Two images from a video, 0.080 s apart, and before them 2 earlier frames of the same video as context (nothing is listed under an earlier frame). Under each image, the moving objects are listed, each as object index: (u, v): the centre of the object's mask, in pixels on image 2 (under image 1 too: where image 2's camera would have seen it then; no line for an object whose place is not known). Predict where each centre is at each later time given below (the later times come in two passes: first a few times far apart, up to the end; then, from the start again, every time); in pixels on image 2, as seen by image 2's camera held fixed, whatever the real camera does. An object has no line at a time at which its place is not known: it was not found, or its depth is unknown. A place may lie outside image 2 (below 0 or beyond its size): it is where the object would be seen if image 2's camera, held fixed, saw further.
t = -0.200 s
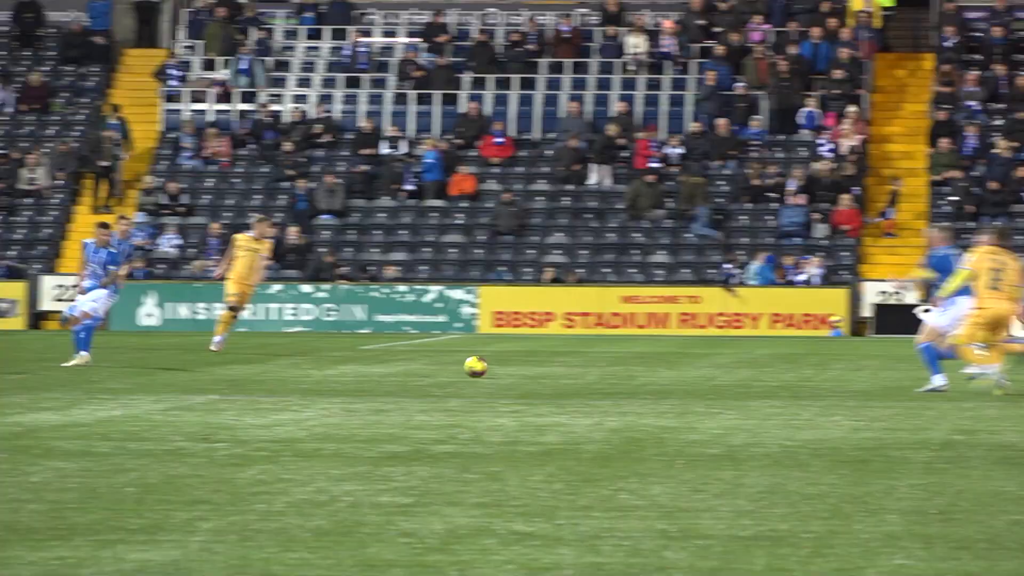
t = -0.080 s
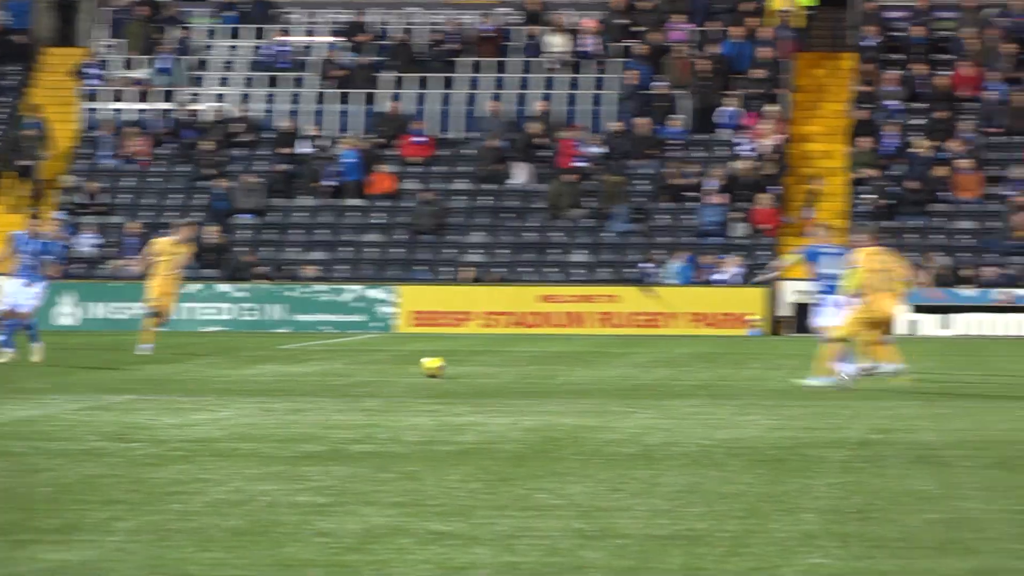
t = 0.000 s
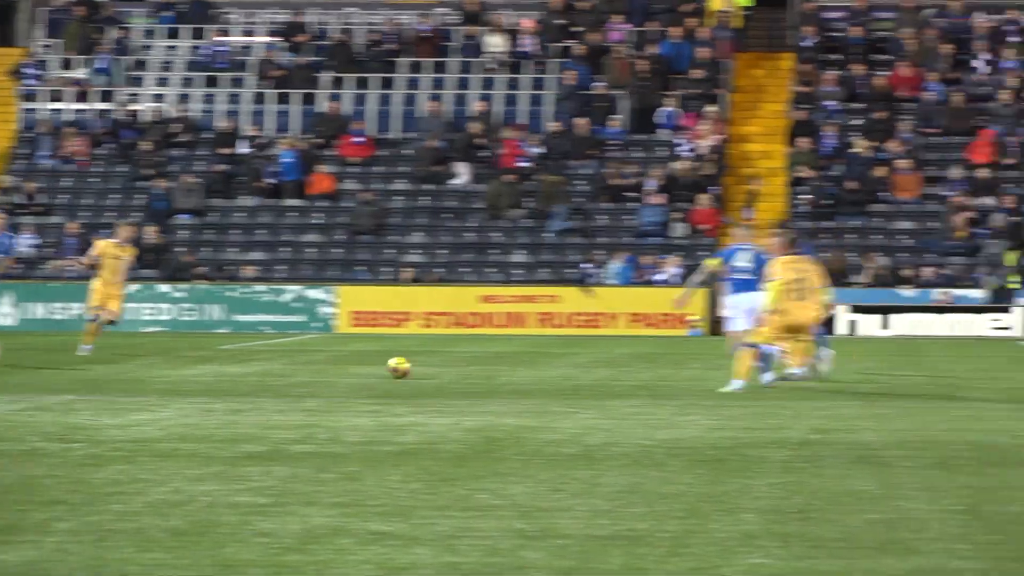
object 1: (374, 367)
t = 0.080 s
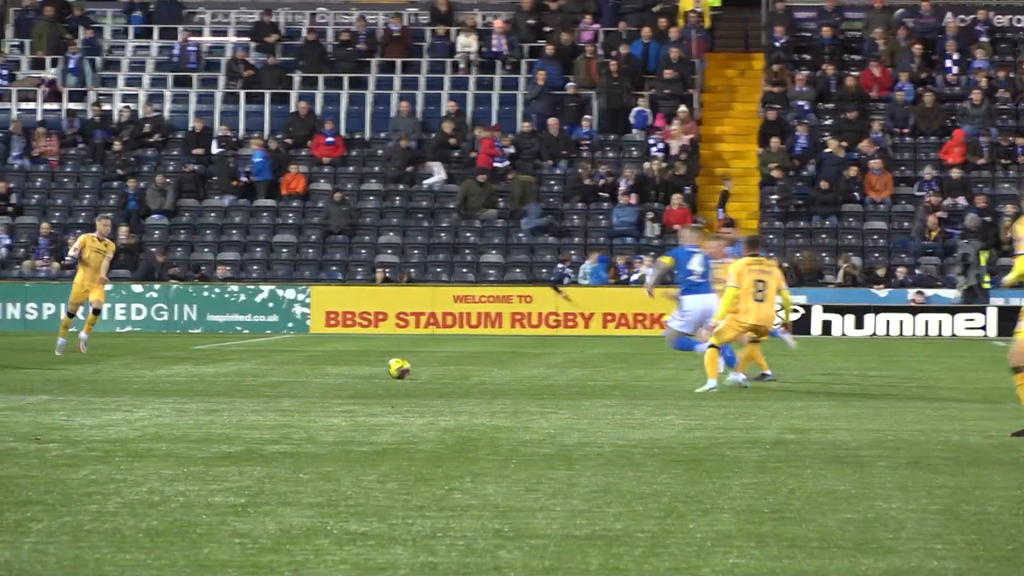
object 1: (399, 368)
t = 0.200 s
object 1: (436, 368)
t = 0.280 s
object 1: (462, 368)
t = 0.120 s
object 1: (412, 368)
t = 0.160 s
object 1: (424, 368)
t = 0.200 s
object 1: (436, 368)
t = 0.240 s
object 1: (450, 369)
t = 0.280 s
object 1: (462, 368)
